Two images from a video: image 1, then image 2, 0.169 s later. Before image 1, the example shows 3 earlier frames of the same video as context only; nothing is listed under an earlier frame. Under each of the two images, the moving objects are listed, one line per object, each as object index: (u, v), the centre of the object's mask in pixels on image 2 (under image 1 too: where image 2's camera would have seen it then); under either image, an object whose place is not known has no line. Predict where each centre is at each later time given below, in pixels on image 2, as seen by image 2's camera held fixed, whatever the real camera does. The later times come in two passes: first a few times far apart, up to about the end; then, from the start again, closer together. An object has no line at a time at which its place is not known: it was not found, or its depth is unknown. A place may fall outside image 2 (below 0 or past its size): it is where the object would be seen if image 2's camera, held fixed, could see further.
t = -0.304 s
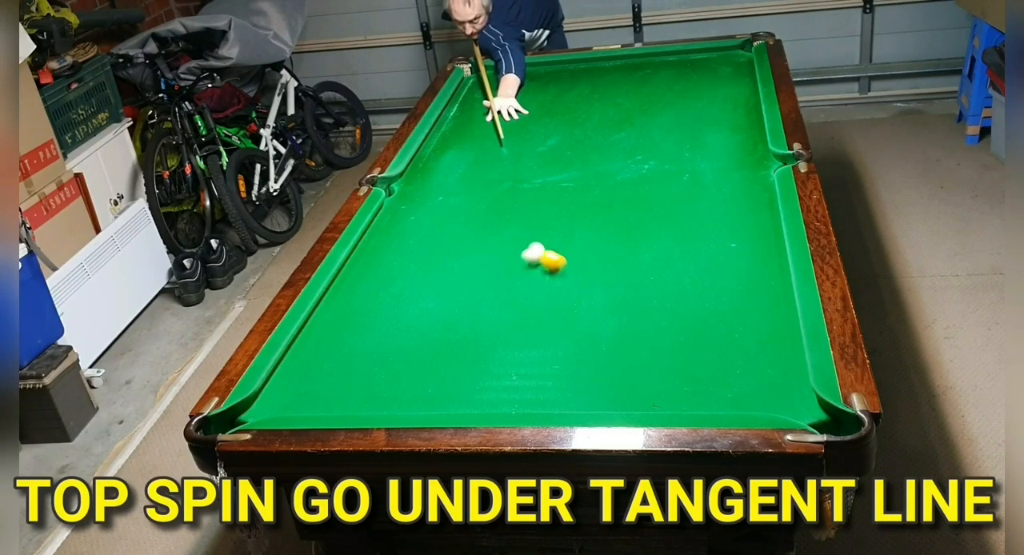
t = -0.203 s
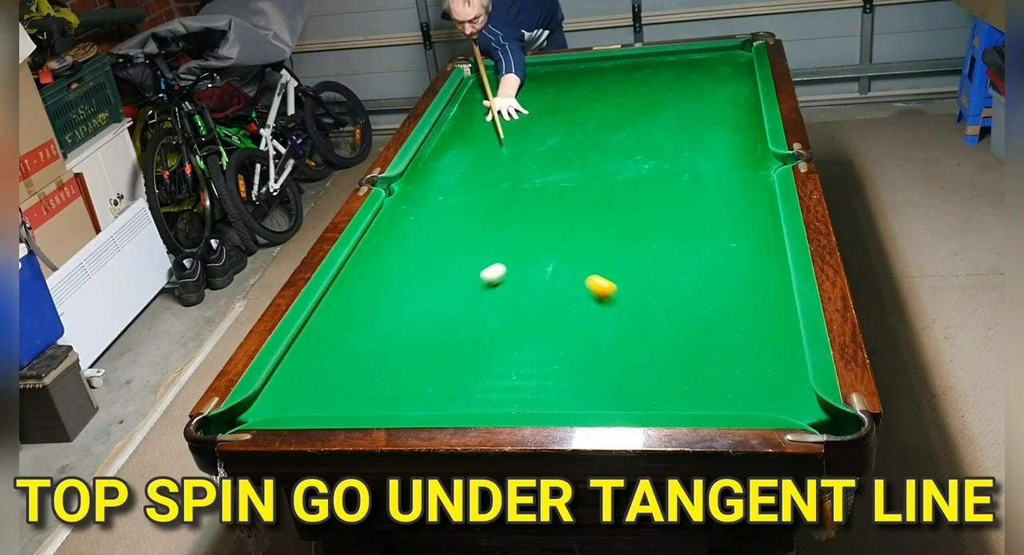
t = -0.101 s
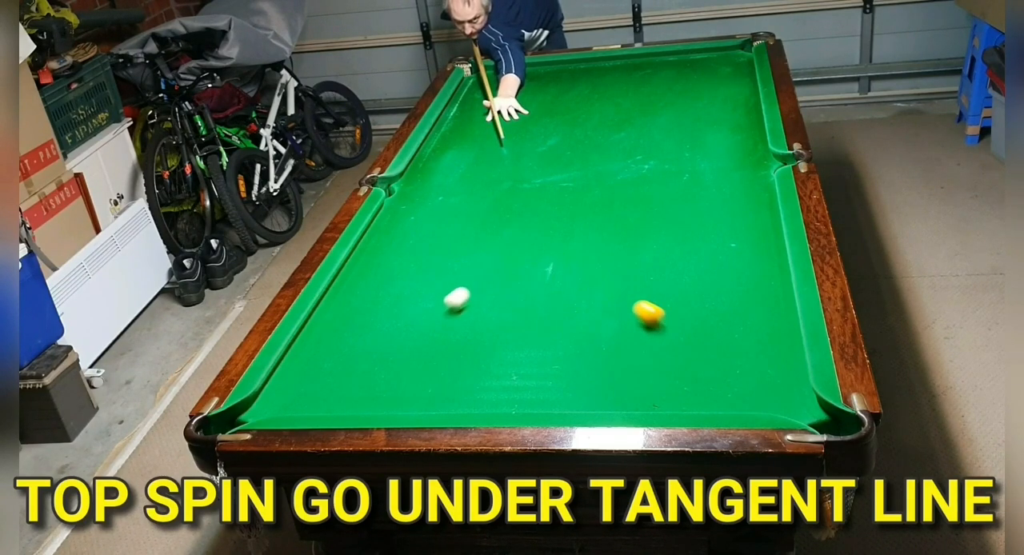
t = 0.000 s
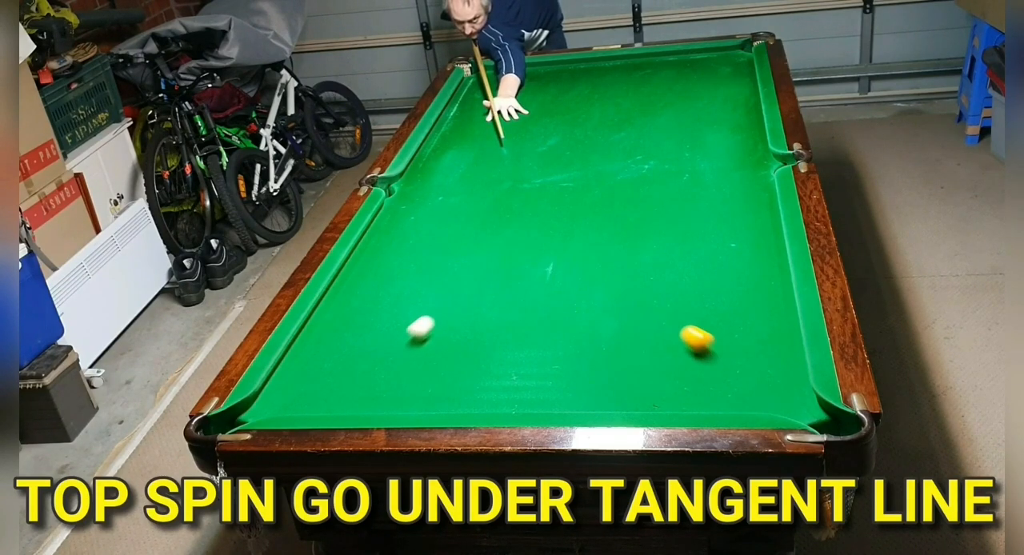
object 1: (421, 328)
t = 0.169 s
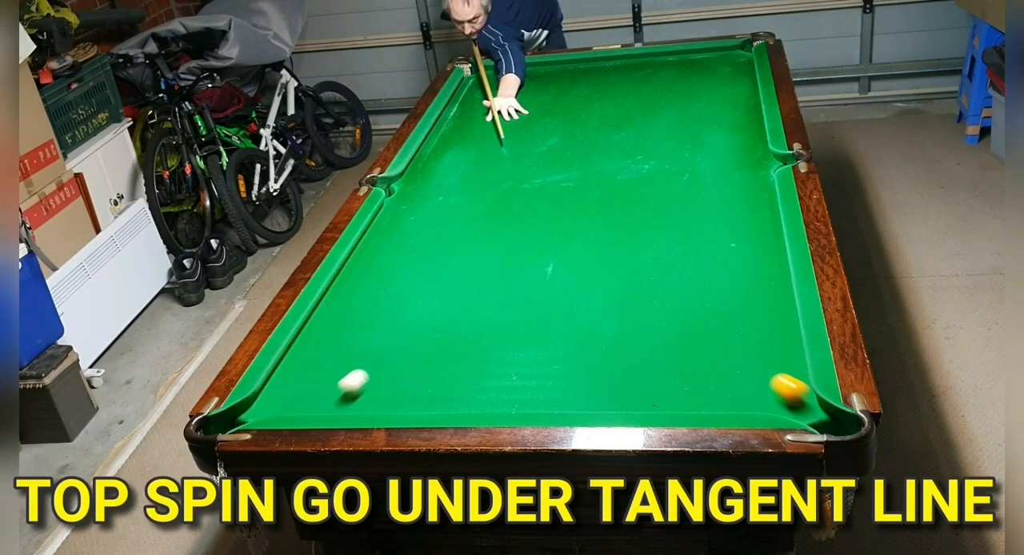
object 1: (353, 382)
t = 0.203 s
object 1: (338, 394)
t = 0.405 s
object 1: (307, 378)
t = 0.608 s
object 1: (297, 348)
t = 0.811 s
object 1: (325, 327)
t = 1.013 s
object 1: (350, 308)
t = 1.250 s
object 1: (376, 288)
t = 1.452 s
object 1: (395, 273)
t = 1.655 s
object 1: (413, 260)
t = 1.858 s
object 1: (428, 248)
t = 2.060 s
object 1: (442, 237)
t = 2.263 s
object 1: (454, 227)
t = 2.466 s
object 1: (465, 219)
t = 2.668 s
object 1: (475, 211)
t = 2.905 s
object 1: (486, 202)
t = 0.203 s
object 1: (338, 394)
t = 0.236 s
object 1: (324, 405)
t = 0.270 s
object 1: (317, 404)
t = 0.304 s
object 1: (312, 395)
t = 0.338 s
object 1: (311, 389)
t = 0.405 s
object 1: (307, 378)
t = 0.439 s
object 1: (305, 373)
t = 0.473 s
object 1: (303, 368)
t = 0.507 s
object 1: (301, 363)
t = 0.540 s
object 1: (299, 358)
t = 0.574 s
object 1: (298, 353)
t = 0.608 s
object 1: (297, 348)
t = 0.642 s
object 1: (301, 344)
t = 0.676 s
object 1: (306, 340)
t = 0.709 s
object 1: (311, 337)
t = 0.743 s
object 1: (316, 333)
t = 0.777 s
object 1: (321, 330)
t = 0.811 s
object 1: (325, 327)
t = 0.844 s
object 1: (329, 323)
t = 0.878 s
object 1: (334, 320)
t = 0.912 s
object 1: (338, 317)
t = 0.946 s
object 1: (342, 314)
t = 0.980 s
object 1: (346, 311)
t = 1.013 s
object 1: (350, 308)
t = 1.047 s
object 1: (354, 305)
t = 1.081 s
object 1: (358, 302)
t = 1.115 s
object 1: (362, 299)
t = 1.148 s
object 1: (365, 296)
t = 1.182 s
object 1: (369, 293)
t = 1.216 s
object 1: (372, 291)
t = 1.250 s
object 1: (376, 288)
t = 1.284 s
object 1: (379, 285)
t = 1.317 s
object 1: (382, 283)
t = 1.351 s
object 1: (386, 280)
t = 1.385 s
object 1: (389, 278)
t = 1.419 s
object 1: (392, 275)
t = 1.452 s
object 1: (395, 273)
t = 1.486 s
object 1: (398, 271)
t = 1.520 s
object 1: (401, 268)
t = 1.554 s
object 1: (404, 266)
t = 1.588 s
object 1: (407, 264)
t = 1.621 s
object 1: (410, 262)
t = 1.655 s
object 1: (413, 260)
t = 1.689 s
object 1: (415, 258)
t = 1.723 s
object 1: (418, 256)
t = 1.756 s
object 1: (420, 254)
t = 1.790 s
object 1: (423, 252)
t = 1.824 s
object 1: (425, 250)
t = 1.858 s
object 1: (428, 248)
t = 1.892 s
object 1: (430, 246)
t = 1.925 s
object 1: (432, 244)
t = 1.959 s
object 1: (435, 242)
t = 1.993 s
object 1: (437, 240)
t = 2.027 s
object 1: (439, 239)
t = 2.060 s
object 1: (442, 237)
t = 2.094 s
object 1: (444, 235)
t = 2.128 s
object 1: (446, 234)
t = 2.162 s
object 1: (448, 232)
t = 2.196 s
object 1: (450, 230)
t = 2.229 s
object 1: (452, 229)
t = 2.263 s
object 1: (454, 227)
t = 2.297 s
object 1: (456, 226)
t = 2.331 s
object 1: (458, 224)
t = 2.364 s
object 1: (460, 223)
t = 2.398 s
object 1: (462, 221)
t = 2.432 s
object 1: (464, 220)
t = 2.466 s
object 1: (465, 219)
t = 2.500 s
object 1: (467, 217)
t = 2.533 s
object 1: (469, 216)
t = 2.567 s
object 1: (470, 215)
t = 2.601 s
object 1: (472, 214)
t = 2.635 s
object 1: (474, 212)
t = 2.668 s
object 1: (475, 211)
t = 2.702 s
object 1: (477, 210)
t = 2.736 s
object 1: (478, 209)
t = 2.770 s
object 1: (480, 208)
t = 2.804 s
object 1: (481, 206)
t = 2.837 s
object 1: (484, 204)
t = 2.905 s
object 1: (486, 202)
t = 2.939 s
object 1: (486, 202)
